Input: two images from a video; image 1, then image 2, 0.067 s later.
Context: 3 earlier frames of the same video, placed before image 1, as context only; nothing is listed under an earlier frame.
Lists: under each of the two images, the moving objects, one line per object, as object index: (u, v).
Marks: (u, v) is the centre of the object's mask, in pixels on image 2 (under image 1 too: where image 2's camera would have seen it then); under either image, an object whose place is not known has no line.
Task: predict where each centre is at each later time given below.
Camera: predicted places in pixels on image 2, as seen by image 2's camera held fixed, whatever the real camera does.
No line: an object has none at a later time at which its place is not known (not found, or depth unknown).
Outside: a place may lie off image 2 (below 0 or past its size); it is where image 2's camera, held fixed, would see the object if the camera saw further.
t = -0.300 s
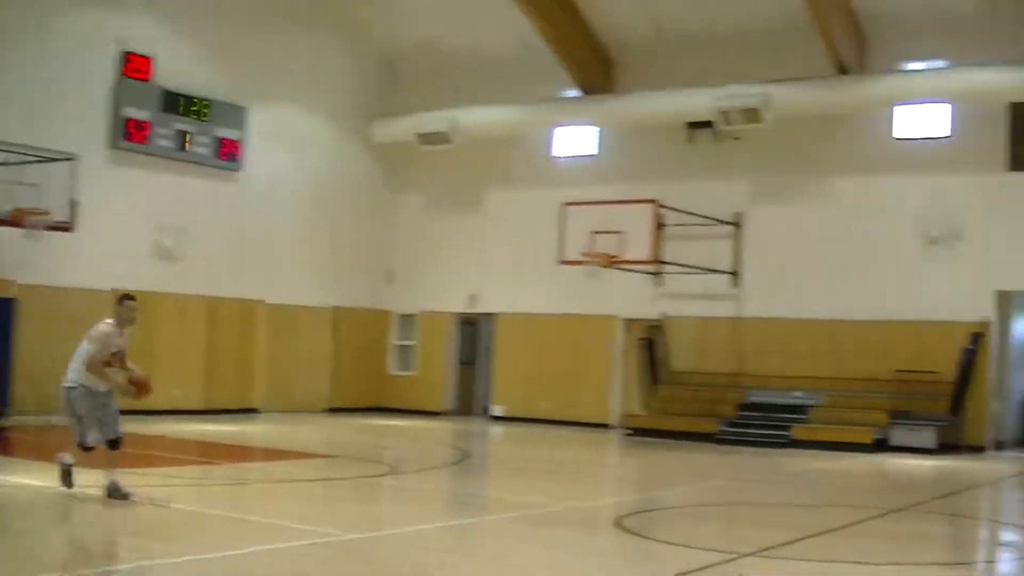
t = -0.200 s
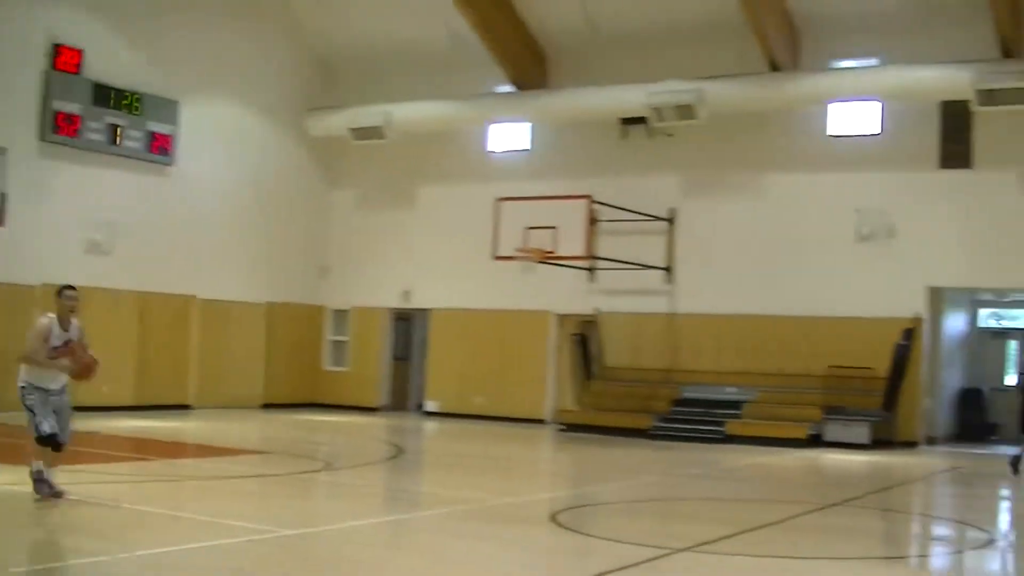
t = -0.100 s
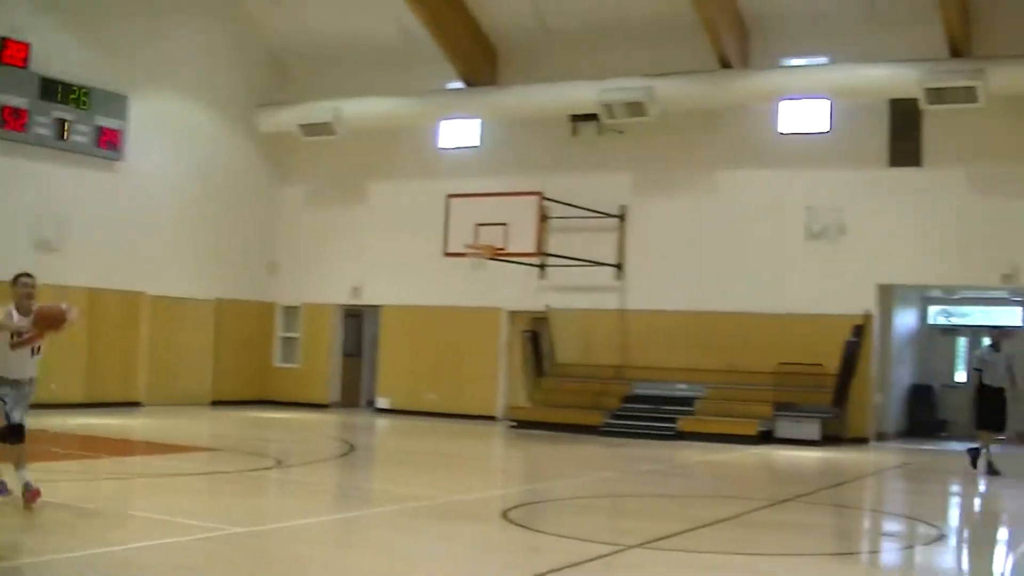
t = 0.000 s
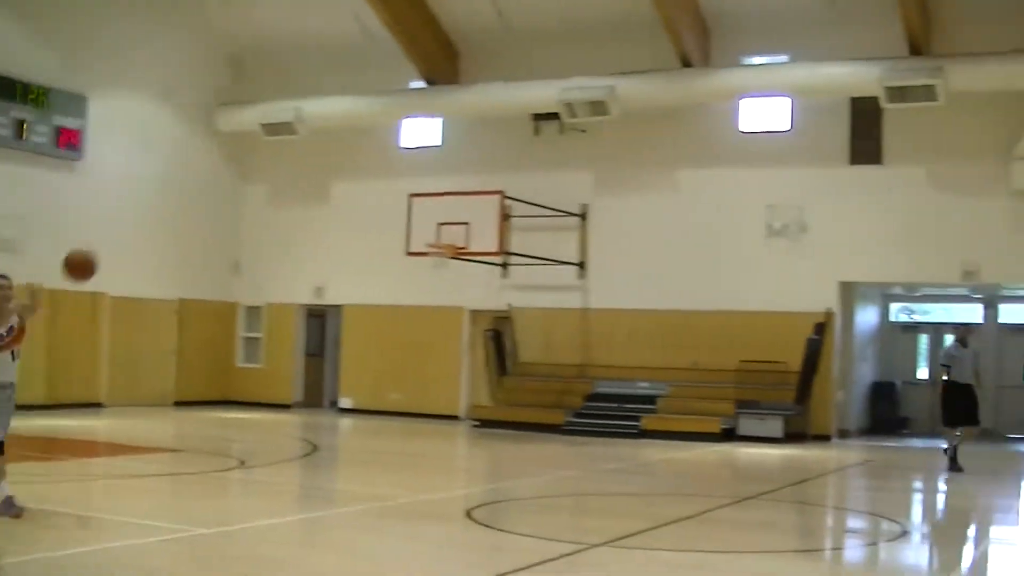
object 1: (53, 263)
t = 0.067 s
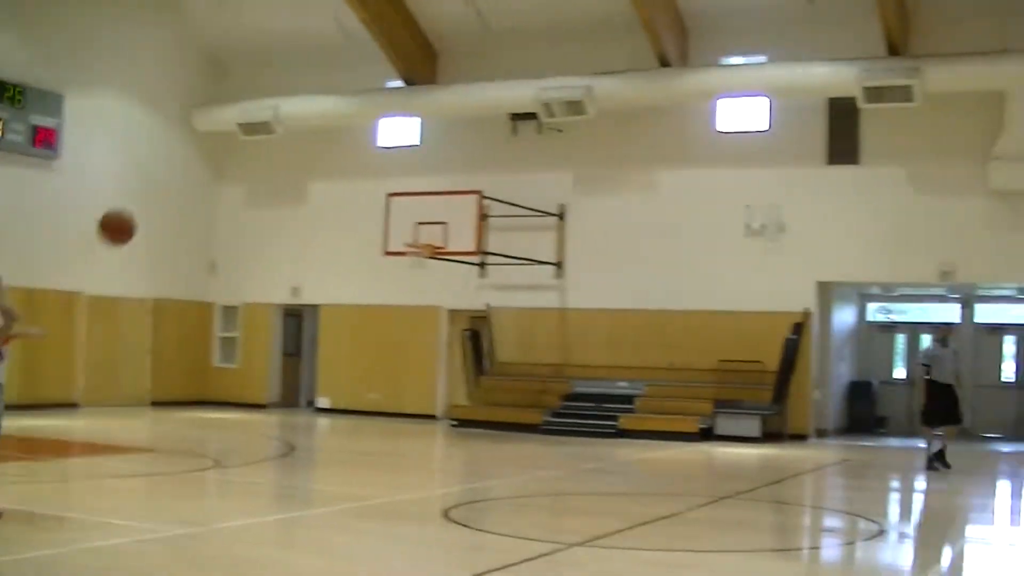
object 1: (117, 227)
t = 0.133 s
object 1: (189, 191)
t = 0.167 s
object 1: (227, 174)
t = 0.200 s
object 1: (270, 155)
